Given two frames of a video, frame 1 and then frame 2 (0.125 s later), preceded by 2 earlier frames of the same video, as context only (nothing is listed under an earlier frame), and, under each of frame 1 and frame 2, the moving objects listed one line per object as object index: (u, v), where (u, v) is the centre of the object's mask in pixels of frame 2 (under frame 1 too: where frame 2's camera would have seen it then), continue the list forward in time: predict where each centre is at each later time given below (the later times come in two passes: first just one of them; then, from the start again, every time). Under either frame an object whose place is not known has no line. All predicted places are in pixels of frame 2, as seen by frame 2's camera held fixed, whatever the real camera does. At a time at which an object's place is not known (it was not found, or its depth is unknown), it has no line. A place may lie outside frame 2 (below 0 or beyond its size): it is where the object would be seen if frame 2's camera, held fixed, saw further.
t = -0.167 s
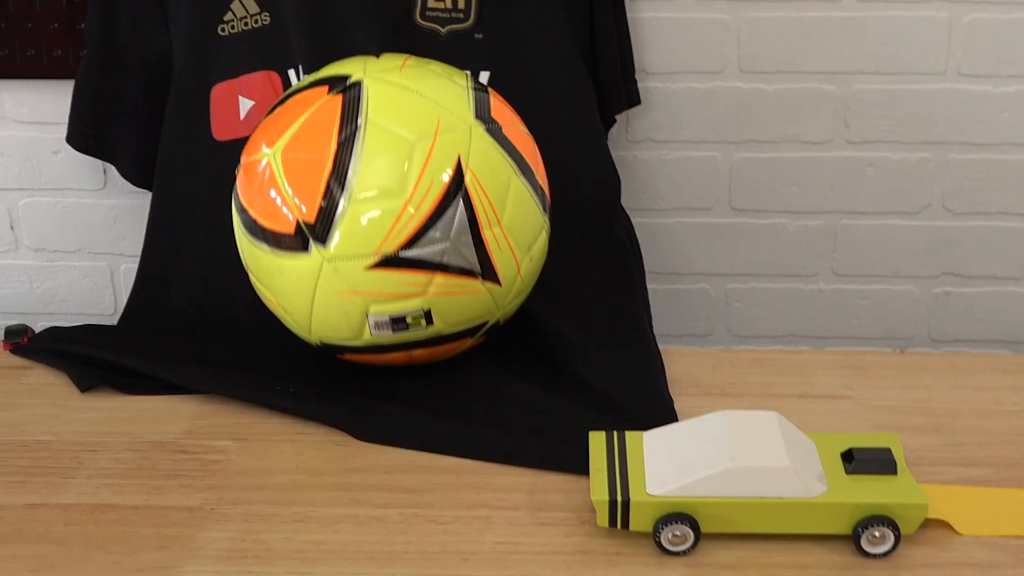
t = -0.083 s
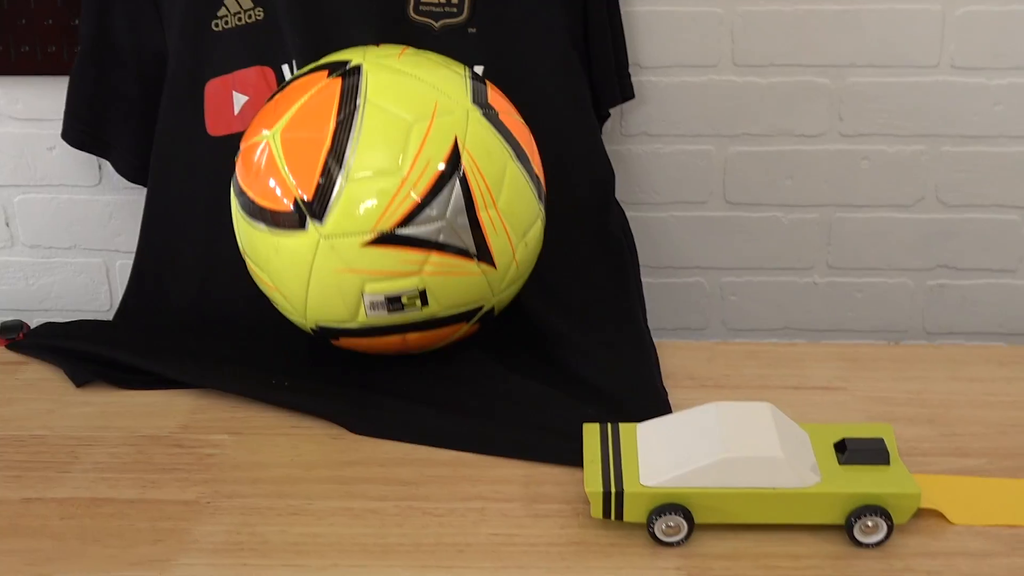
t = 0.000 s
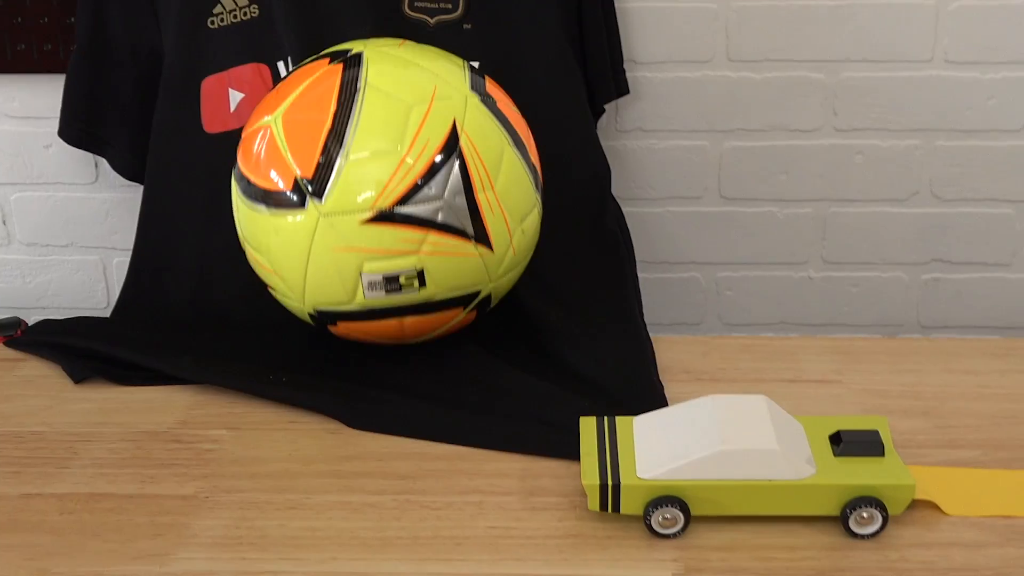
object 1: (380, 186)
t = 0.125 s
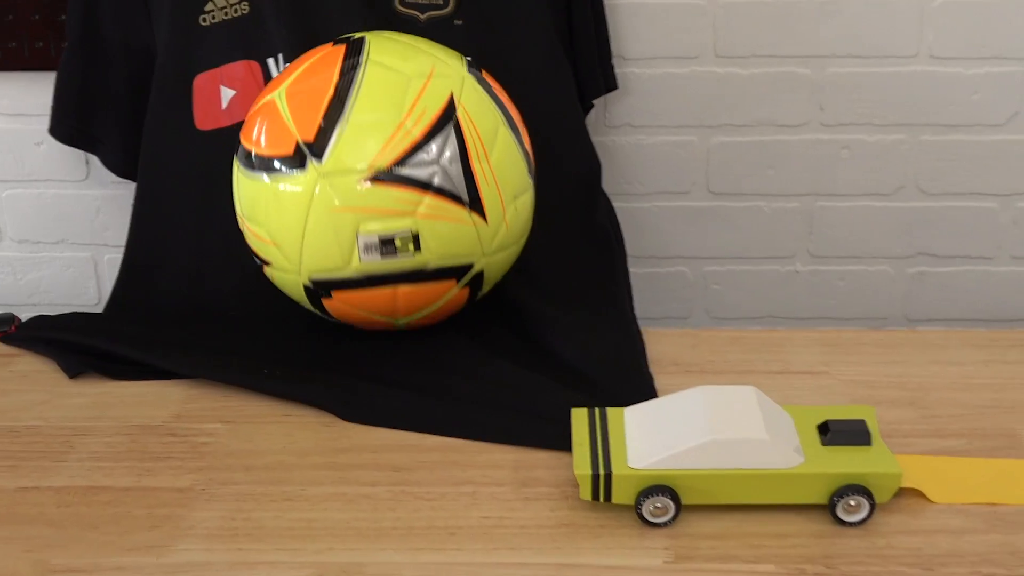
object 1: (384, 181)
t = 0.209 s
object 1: (387, 179)
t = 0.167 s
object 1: (385, 180)
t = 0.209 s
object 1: (387, 179)
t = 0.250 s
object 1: (390, 181)
